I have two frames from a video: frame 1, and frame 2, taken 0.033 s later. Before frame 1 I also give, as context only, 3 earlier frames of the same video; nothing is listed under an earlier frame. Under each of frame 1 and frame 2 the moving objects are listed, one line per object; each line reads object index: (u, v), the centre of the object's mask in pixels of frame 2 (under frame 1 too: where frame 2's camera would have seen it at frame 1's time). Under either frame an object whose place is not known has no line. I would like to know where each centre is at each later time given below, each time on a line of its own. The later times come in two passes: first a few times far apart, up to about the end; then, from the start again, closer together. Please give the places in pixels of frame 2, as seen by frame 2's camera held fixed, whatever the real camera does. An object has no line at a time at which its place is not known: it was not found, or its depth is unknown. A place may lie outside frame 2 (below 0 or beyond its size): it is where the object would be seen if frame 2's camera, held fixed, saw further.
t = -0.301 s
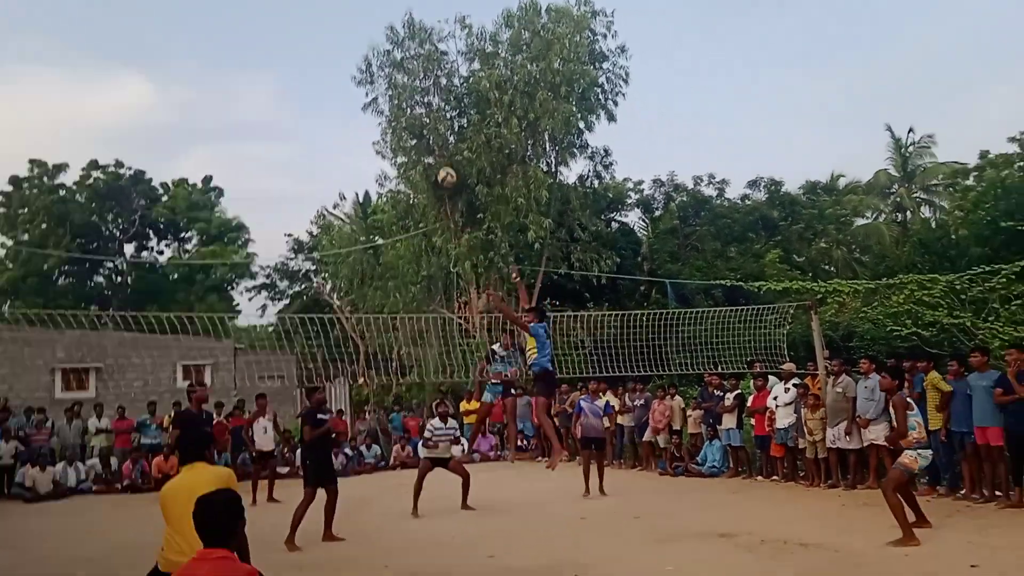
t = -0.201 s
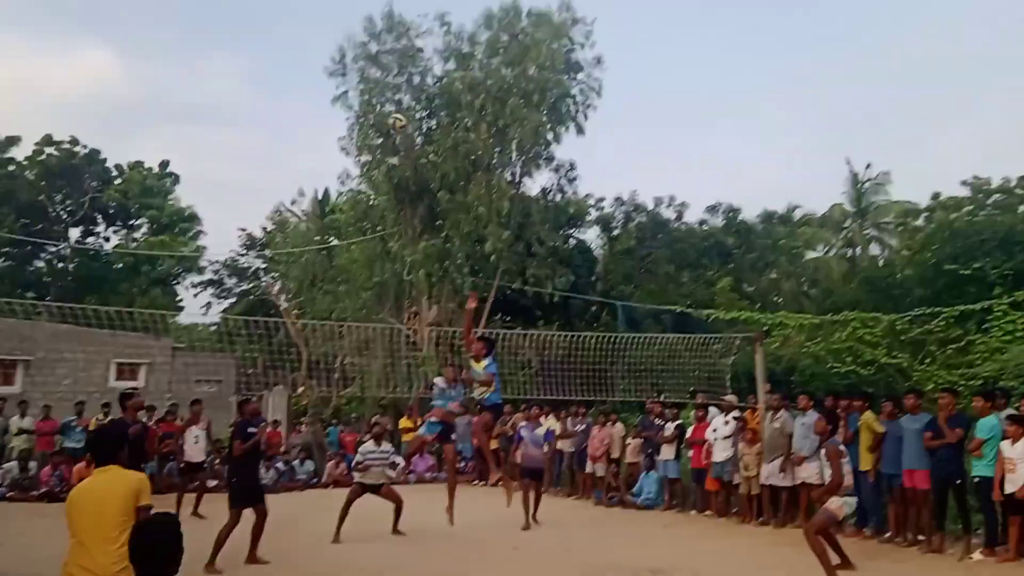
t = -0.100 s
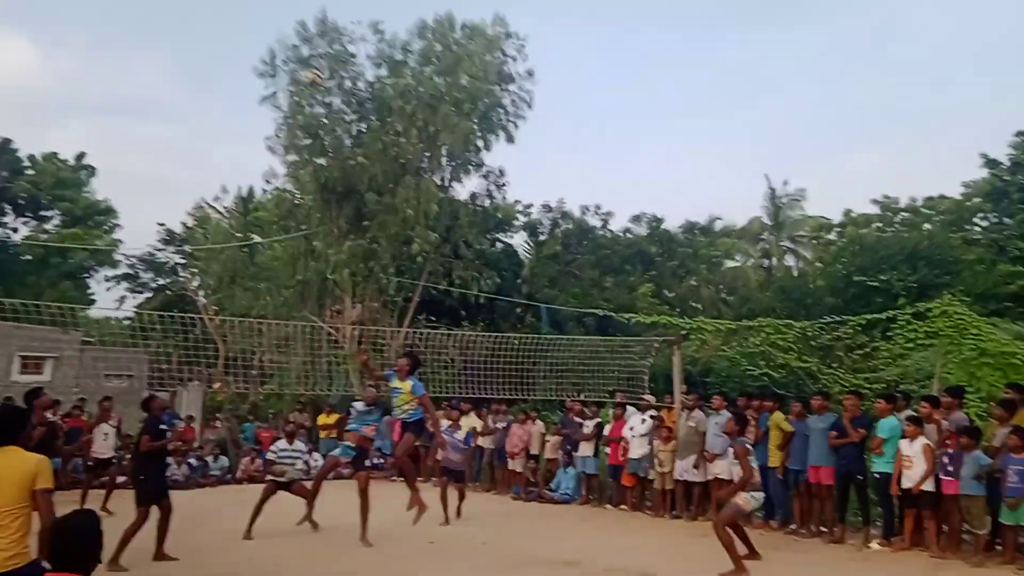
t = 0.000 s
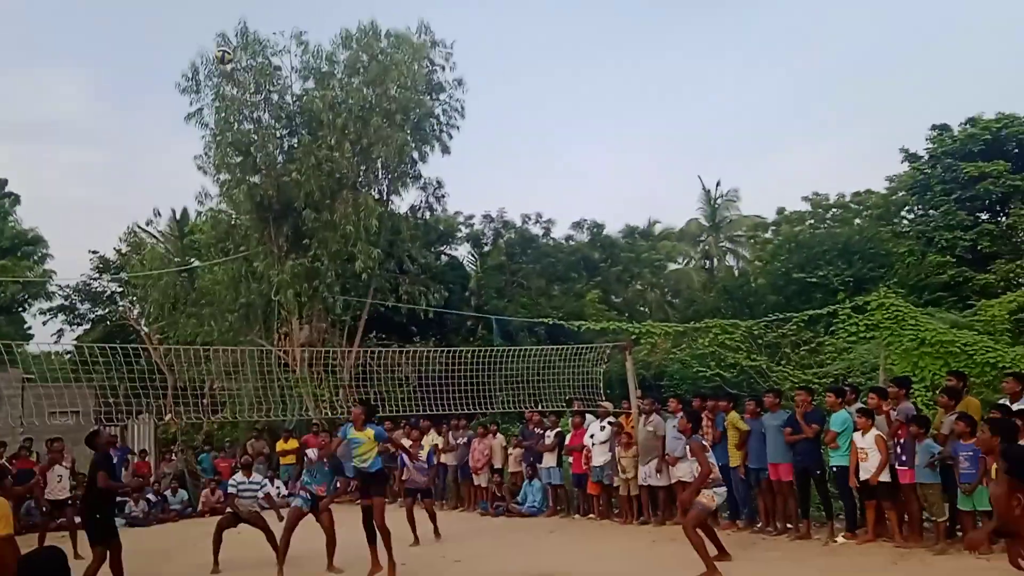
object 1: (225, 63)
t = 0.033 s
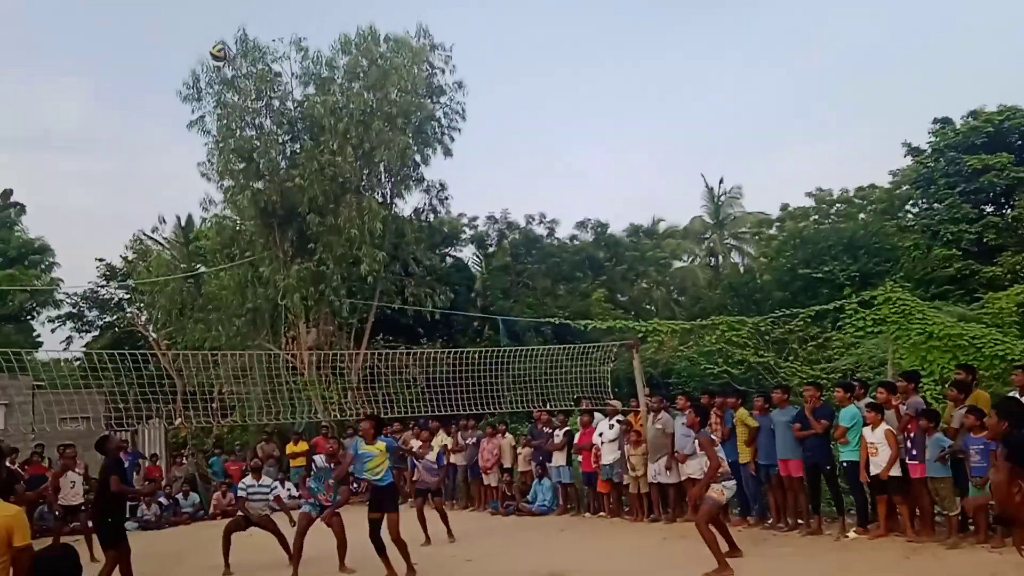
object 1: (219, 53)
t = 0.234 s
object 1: (186, 14)
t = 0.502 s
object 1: (146, 5)
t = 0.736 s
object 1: (114, 39)
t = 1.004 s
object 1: (80, 118)
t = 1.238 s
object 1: (51, 223)
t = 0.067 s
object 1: (212, 45)
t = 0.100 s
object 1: (205, 37)
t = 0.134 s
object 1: (199, 28)
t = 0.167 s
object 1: (196, 23)
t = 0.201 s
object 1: (192, 19)
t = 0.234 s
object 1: (186, 14)
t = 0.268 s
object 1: (179, 11)
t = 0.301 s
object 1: (173, 11)
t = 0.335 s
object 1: (169, 11)
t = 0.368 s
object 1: (166, 9)
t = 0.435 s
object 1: (155, 6)
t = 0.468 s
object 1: (151, 4)
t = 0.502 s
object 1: (146, 5)
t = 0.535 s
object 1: (142, 8)
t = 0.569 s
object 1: (138, 11)
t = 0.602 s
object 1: (133, 15)
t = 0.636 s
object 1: (127, 20)
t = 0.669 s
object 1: (122, 26)
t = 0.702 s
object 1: (118, 32)
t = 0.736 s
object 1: (114, 39)
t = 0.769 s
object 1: (109, 46)
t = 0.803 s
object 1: (105, 55)
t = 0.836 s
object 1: (101, 64)
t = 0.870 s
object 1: (97, 74)
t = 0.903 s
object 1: (92, 84)
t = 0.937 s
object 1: (88, 95)
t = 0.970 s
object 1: (84, 106)
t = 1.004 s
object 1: (80, 118)
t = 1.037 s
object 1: (76, 131)
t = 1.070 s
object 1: (72, 145)
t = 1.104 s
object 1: (67, 160)
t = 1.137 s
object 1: (63, 174)
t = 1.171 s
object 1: (59, 190)
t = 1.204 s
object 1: (55, 206)
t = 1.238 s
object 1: (51, 223)
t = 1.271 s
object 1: (45, 240)
